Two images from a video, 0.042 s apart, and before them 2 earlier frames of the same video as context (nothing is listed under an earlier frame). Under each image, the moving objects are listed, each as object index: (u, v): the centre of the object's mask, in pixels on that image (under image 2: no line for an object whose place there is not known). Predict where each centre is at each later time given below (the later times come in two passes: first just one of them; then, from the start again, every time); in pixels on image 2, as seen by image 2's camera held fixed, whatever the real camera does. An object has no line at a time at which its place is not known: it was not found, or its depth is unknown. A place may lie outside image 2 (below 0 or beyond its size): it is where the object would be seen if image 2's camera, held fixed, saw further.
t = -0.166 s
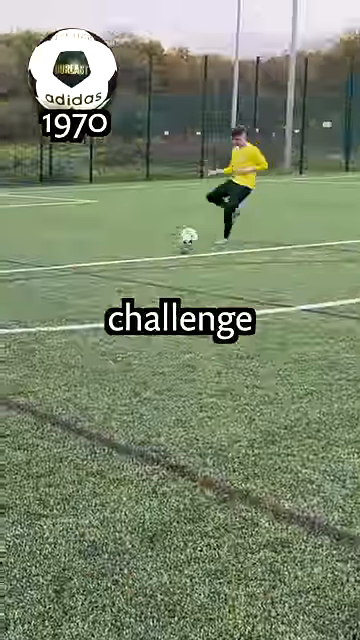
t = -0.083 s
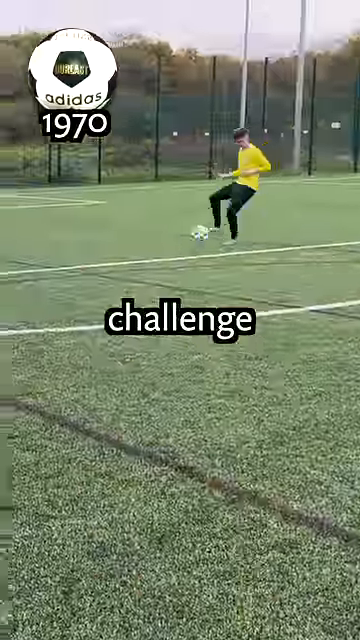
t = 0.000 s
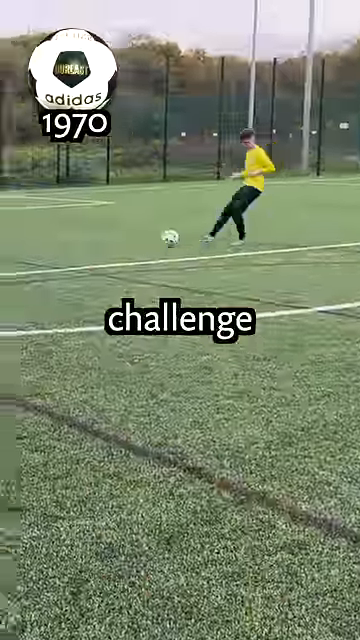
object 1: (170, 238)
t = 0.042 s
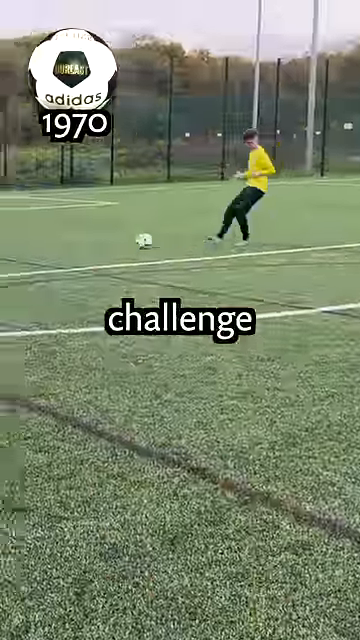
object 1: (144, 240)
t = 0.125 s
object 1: (88, 235)
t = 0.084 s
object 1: (116, 240)
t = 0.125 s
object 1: (88, 235)
